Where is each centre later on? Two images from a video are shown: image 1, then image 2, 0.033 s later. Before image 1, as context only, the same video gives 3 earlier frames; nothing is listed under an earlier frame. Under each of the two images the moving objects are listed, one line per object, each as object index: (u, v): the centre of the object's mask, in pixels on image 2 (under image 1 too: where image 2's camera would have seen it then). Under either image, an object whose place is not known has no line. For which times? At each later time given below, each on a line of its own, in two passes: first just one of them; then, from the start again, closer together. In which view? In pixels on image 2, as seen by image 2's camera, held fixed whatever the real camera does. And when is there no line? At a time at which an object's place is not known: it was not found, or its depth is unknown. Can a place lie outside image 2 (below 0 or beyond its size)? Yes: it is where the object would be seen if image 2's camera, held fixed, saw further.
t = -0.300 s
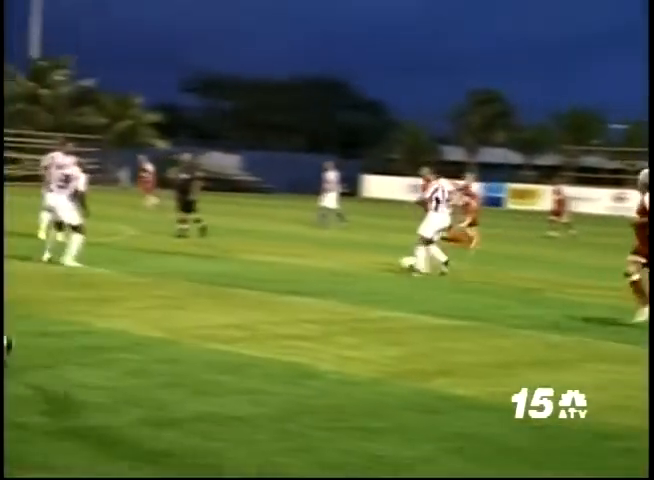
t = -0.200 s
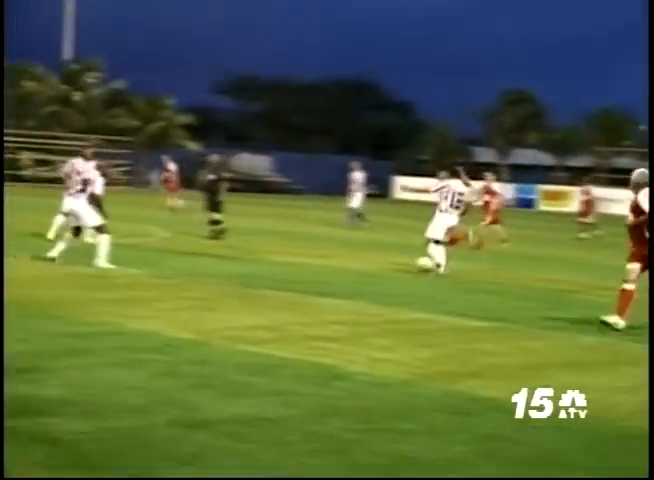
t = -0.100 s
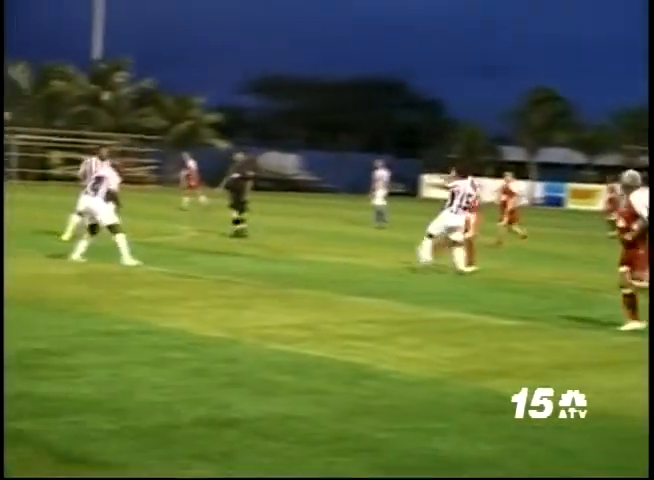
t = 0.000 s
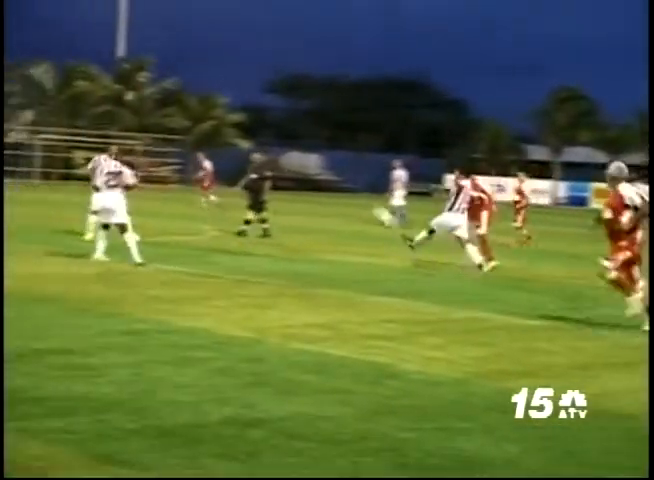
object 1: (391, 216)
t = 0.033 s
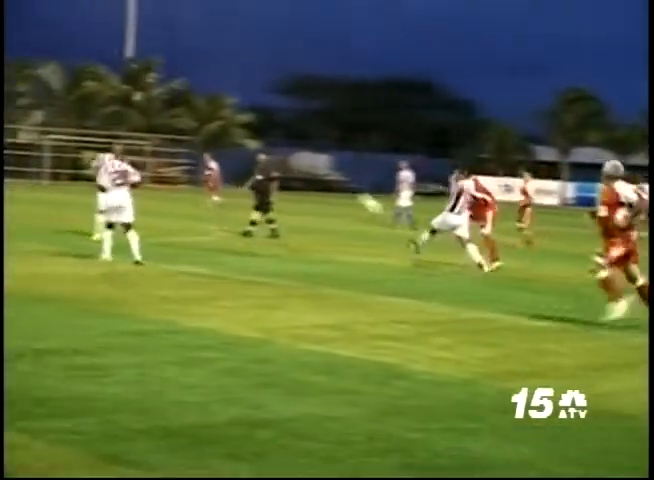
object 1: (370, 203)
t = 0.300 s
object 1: (186, 128)
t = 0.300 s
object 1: (186, 128)
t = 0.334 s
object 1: (163, 122)
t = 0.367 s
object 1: (140, 117)
